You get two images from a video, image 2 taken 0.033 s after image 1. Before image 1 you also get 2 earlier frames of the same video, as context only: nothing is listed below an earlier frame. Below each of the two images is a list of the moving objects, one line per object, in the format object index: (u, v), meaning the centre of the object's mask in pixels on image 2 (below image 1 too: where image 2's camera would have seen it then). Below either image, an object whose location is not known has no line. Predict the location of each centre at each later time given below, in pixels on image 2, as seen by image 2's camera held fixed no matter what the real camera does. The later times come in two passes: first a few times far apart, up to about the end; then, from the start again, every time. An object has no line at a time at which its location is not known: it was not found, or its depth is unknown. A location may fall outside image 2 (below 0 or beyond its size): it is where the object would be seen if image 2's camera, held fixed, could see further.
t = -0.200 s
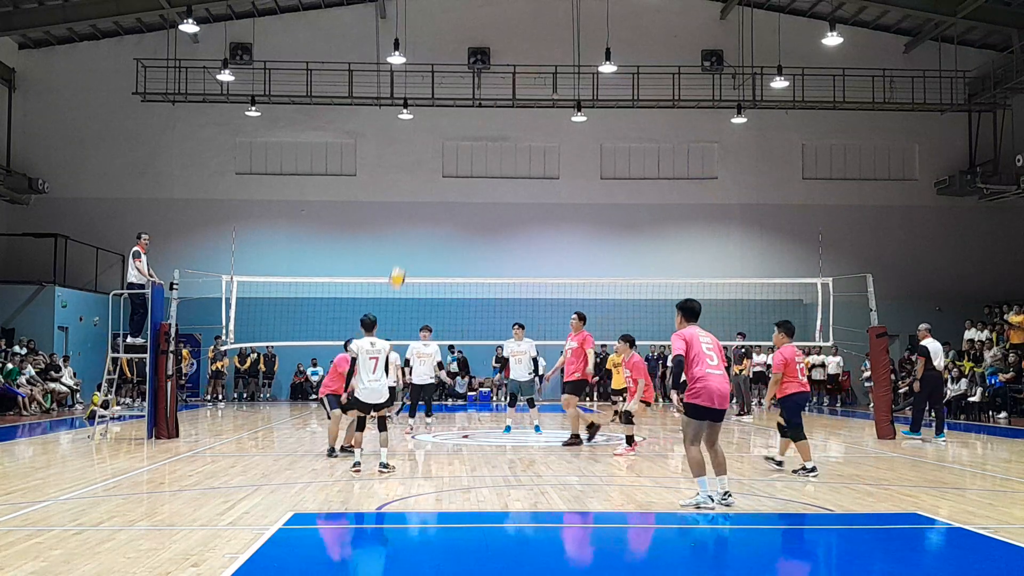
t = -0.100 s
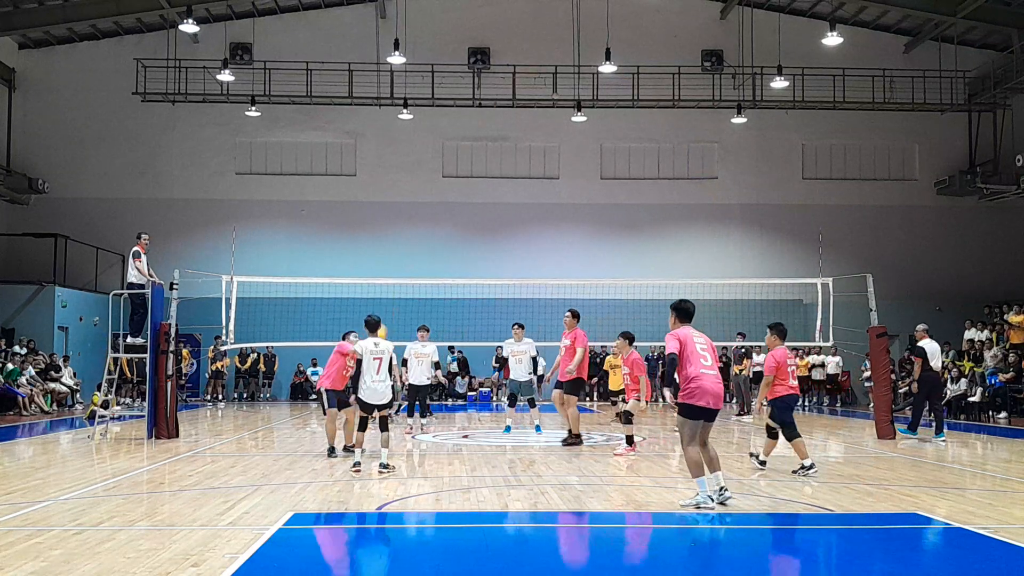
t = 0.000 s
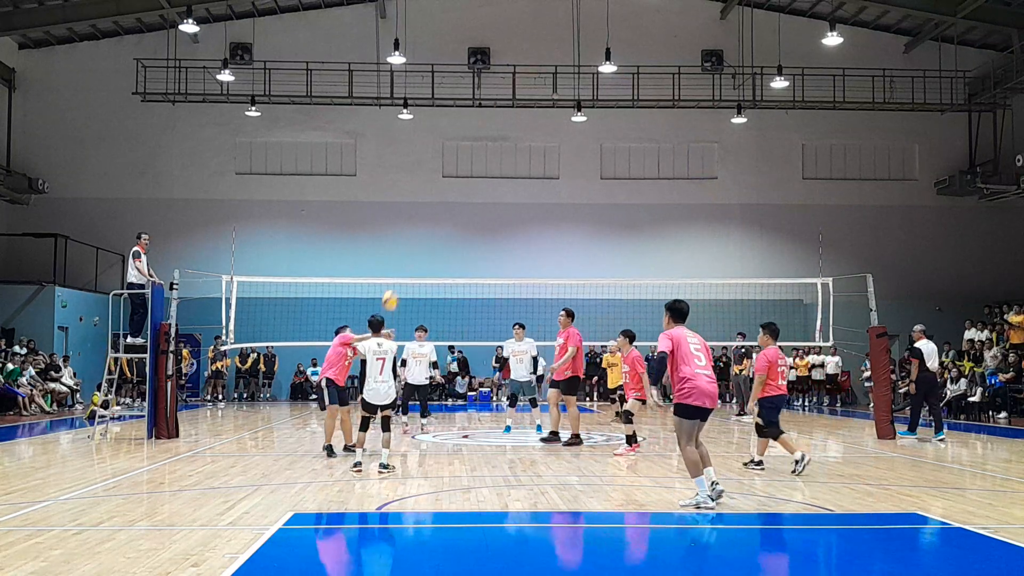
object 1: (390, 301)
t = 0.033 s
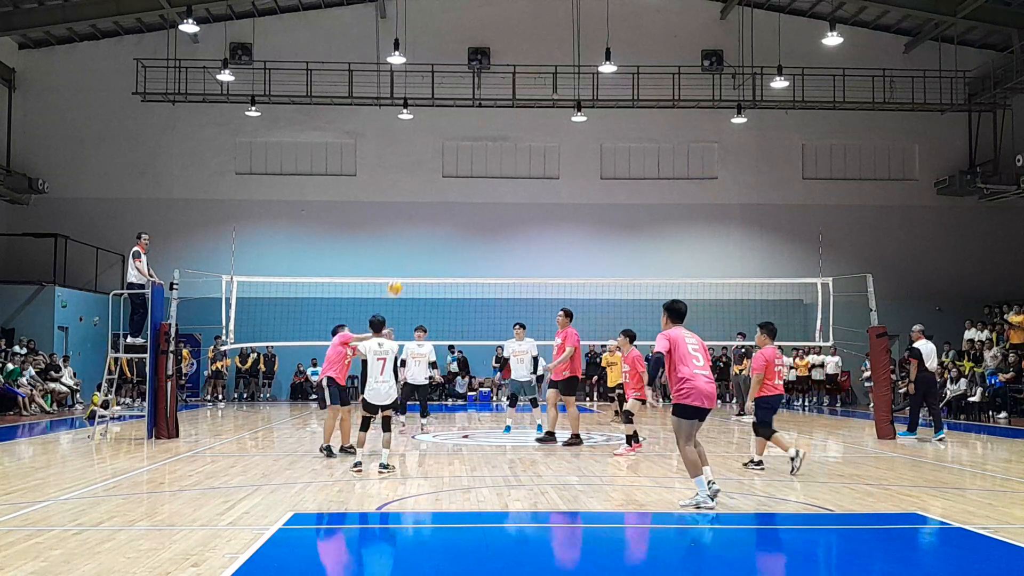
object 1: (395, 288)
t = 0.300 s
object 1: (426, 224)
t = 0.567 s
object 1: (449, 217)
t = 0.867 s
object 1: (468, 255)
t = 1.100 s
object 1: (481, 310)
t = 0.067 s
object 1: (400, 274)
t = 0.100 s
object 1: (404, 265)
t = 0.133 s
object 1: (408, 255)
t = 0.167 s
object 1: (412, 247)
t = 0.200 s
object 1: (416, 240)
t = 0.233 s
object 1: (419, 234)
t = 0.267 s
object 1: (423, 228)
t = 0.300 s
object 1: (426, 224)
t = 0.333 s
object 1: (430, 220)
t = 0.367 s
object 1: (433, 218)
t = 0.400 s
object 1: (436, 216)
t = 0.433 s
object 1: (438, 214)
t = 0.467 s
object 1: (441, 214)
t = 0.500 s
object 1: (444, 214)
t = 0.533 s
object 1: (446, 215)
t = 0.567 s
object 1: (449, 217)
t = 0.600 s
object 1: (451, 219)
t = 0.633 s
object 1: (454, 221)
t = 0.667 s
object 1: (456, 225)
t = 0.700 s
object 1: (458, 228)
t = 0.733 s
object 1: (460, 233)
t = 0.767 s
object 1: (462, 238)
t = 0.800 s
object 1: (464, 243)
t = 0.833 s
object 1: (466, 248)
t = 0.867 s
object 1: (468, 255)
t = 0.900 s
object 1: (470, 262)
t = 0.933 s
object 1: (472, 268)
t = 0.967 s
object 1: (474, 275)
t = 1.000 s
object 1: (476, 286)
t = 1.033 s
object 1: (478, 293)
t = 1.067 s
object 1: (479, 301)
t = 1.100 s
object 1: (481, 310)
